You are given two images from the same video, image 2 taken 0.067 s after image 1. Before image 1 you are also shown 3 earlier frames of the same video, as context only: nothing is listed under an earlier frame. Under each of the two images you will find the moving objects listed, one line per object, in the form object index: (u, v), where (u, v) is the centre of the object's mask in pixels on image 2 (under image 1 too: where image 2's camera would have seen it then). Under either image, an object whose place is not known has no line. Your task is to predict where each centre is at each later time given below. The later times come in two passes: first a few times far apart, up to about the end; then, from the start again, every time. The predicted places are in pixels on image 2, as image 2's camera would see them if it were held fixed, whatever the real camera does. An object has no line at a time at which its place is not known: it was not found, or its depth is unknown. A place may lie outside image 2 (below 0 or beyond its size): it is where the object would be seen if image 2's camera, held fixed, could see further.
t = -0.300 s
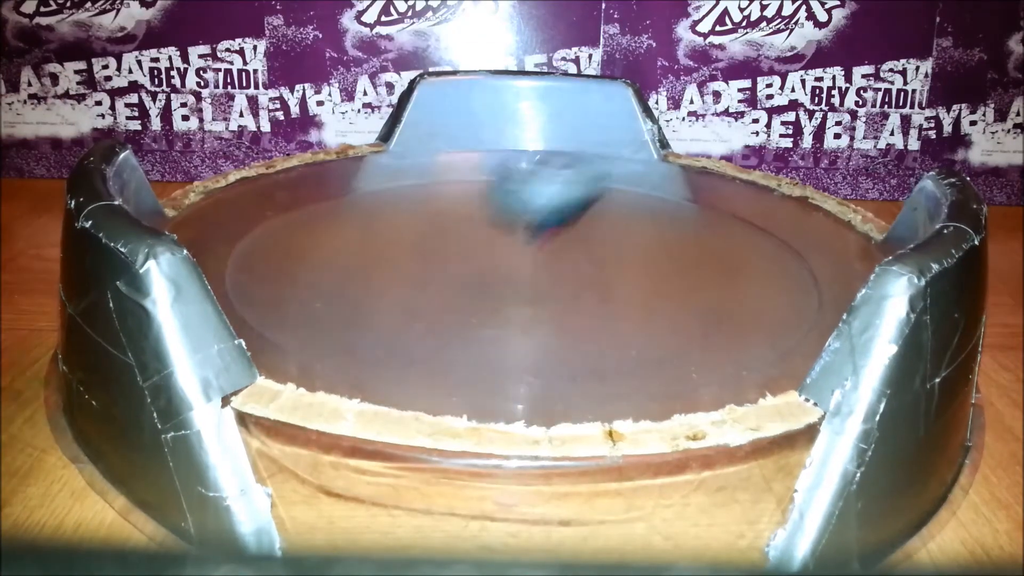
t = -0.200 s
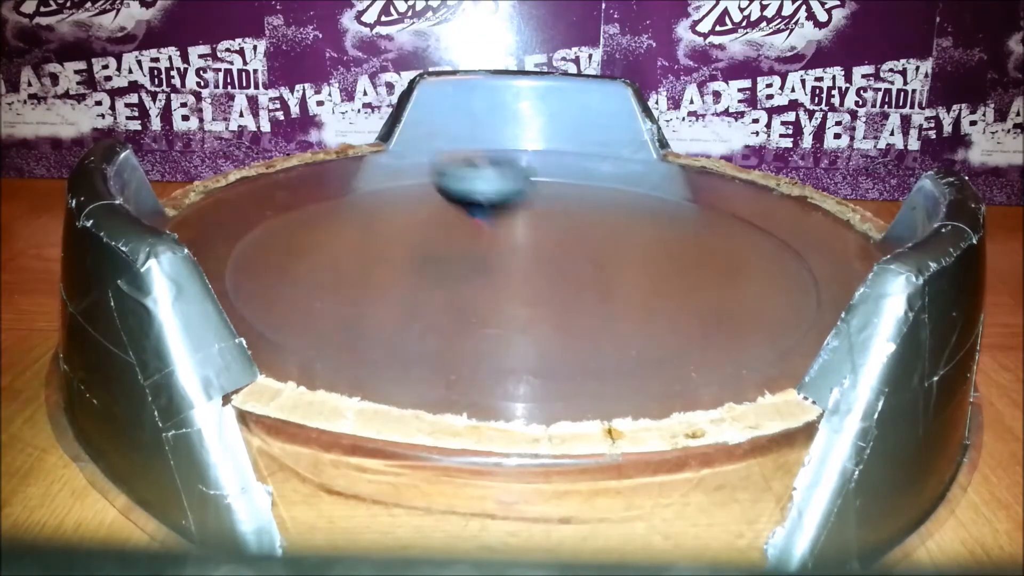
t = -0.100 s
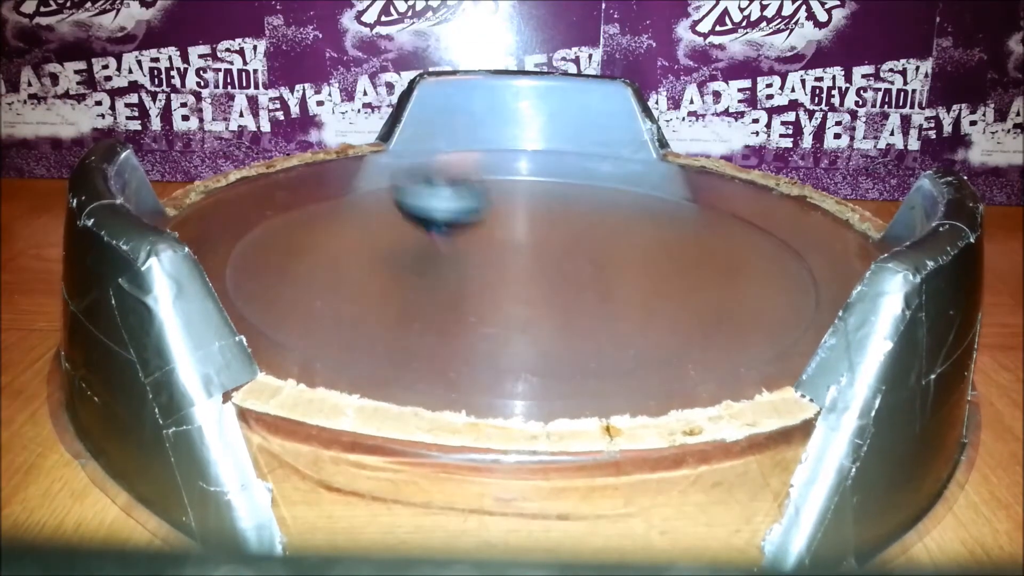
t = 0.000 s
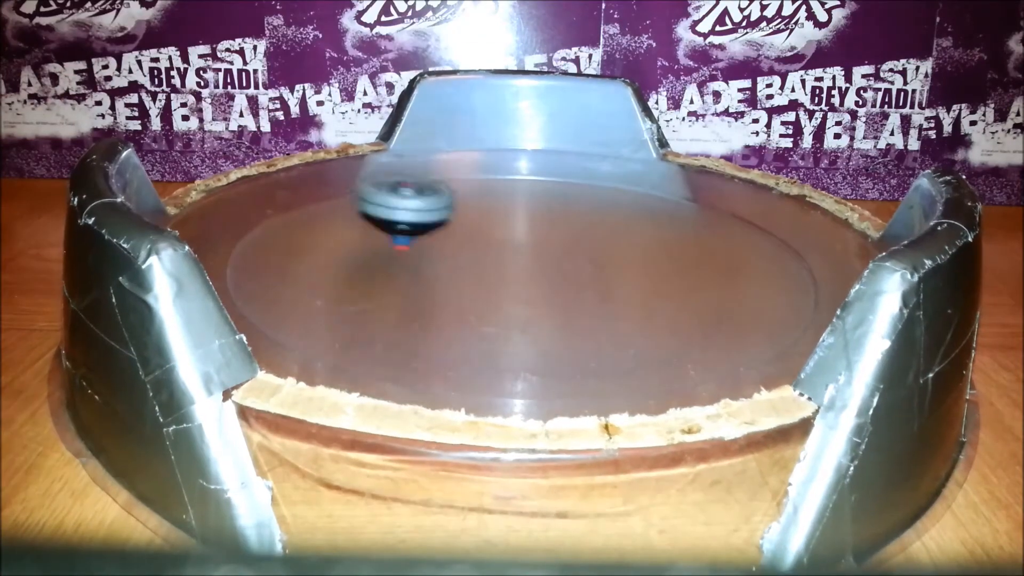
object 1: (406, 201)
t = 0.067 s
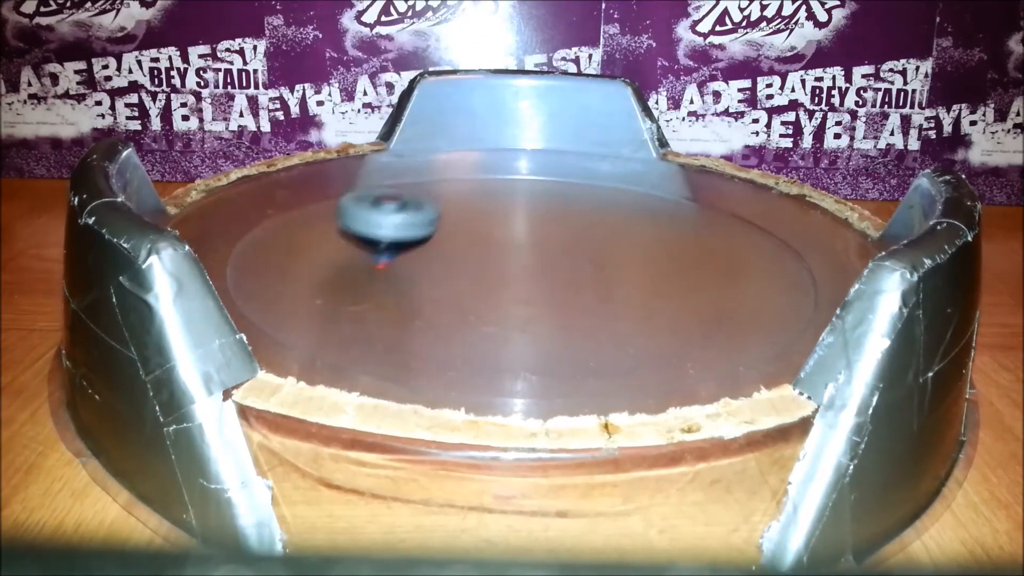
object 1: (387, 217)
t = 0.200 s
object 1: (365, 245)
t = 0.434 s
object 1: (486, 284)
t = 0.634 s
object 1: (574, 250)
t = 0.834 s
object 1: (512, 199)
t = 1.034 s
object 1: (406, 193)
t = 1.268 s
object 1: (416, 247)
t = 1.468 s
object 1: (549, 266)
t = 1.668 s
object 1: (625, 222)
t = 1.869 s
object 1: (551, 182)
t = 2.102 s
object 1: (464, 210)
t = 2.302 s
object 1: (489, 255)
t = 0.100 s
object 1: (379, 222)
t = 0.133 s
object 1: (371, 230)
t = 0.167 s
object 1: (367, 237)
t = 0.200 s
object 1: (365, 245)
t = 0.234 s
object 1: (369, 253)
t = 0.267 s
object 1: (379, 260)
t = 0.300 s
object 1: (393, 268)
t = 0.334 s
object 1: (413, 274)
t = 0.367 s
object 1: (436, 279)
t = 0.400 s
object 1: (460, 283)
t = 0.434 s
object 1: (486, 284)
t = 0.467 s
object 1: (510, 283)
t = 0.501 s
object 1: (531, 280)
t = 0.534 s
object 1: (549, 274)
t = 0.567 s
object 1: (562, 267)
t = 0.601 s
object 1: (571, 259)
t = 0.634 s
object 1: (574, 250)
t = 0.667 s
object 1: (573, 241)
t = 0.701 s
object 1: (569, 232)
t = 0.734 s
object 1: (560, 224)
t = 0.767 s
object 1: (546, 215)
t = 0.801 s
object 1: (528, 206)
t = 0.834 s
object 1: (512, 199)
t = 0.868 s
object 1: (494, 193)
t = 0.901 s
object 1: (472, 189)
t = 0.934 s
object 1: (454, 187)
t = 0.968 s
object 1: (436, 187)
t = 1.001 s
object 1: (421, 190)
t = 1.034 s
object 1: (406, 193)
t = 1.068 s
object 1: (397, 199)
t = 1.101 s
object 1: (391, 206)
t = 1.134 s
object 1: (388, 213)
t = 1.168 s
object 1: (388, 222)
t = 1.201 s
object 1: (393, 230)
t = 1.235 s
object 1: (403, 239)
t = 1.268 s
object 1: (416, 247)
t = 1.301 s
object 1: (433, 254)
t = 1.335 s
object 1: (452, 260)
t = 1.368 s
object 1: (476, 265)
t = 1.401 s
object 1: (500, 267)
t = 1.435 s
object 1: (525, 267)
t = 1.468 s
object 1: (549, 266)
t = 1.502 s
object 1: (571, 262)
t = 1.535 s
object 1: (590, 256)
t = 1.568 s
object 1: (605, 248)
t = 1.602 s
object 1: (617, 239)
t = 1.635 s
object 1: (623, 230)
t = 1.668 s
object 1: (625, 222)
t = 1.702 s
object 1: (620, 212)
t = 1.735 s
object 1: (611, 201)
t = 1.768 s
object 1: (601, 194)
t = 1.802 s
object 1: (585, 188)
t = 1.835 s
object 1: (568, 184)
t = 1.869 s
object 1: (551, 182)
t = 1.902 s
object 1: (533, 183)
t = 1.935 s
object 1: (517, 184)
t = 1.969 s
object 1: (501, 187)
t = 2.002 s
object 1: (489, 191)
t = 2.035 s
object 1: (478, 195)
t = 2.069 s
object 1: (470, 202)
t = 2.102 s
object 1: (464, 210)
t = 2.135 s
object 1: (460, 217)
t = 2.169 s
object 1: (460, 225)
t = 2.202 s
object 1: (463, 233)
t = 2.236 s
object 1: (468, 240)
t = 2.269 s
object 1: (477, 248)
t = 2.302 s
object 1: (489, 255)
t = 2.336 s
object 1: (505, 261)
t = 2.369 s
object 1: (524, 266)
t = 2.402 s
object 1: (543, 269)
